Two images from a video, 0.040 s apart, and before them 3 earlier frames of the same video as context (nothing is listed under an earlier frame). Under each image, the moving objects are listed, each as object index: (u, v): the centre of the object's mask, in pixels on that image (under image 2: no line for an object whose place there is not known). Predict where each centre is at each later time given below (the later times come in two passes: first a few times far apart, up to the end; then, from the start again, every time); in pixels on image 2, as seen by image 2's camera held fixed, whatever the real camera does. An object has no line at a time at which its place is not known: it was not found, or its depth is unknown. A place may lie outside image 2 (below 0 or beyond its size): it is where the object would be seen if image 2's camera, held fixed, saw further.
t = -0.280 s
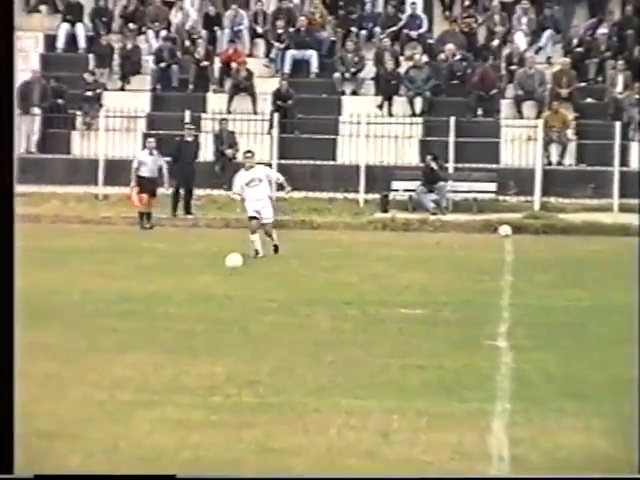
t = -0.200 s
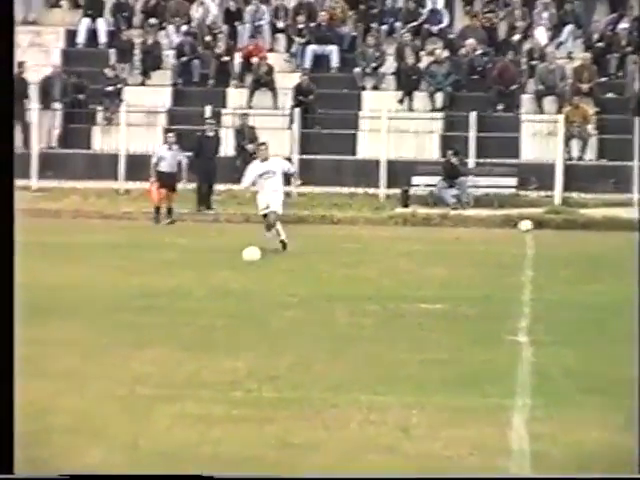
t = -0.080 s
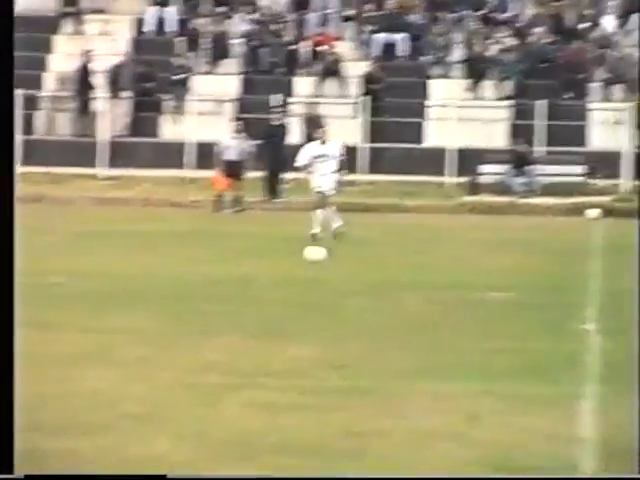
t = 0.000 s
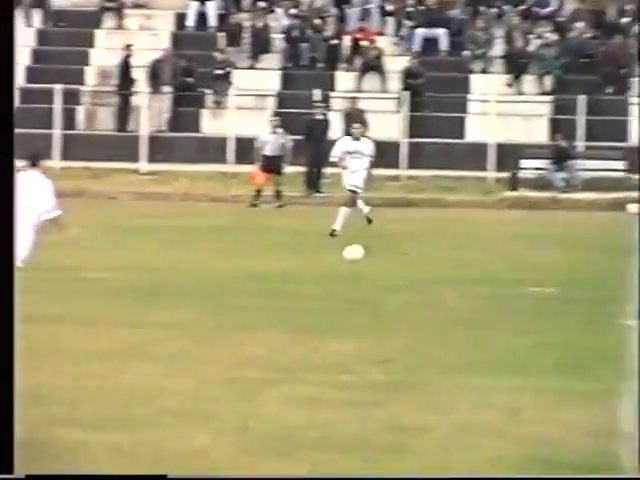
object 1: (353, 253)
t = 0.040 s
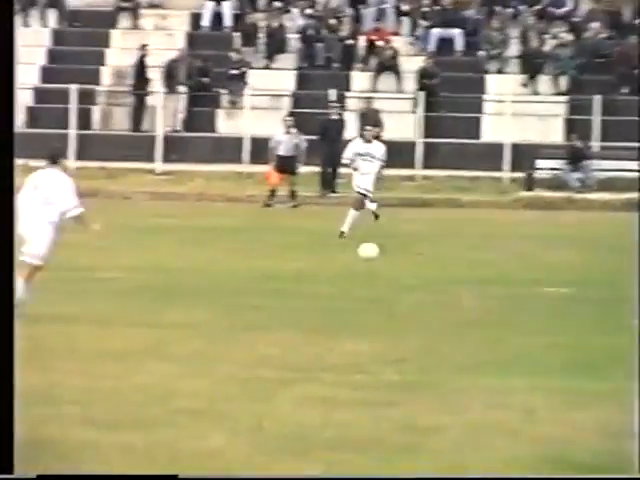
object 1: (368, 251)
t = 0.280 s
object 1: (366, 267)
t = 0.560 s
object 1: (362, 277)
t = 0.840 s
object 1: (363, 287)
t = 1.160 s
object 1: (371, 302)
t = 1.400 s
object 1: (378, 318)
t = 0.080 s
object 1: (368, 250)
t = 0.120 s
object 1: (368, 252)
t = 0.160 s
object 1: (368, 255)
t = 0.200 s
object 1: (367, 260)
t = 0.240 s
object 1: (367, 266)
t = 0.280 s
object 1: (366, 267)
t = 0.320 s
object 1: (366, 267)
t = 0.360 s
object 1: (365, 270)
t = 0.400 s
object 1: (364, 273)
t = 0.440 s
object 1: (364, 273)
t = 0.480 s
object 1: (363, 274)
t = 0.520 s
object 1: (363, 277)
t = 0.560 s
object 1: (362, 277)
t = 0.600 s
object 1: (362, 277)
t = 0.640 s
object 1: (362, 278)
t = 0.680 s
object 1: (362, 283)
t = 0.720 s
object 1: (362, 288)
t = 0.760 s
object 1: (362, 286)
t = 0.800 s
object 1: (362, 286)
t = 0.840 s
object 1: (363, 287)
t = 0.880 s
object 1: (363, 291)
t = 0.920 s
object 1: (364, 296)
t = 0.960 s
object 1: (365, 297)
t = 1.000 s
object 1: (366, 299)
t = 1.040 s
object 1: (367, 302)
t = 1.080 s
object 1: (368, 304)
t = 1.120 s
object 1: (369, 302)
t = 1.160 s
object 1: (371, 302)
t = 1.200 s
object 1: (371, 302)
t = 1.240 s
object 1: (373, 306)
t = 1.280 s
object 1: (374, 311)
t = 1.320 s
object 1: (375, 316)
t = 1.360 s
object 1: (376, 316)
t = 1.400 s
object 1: (378, 318)
